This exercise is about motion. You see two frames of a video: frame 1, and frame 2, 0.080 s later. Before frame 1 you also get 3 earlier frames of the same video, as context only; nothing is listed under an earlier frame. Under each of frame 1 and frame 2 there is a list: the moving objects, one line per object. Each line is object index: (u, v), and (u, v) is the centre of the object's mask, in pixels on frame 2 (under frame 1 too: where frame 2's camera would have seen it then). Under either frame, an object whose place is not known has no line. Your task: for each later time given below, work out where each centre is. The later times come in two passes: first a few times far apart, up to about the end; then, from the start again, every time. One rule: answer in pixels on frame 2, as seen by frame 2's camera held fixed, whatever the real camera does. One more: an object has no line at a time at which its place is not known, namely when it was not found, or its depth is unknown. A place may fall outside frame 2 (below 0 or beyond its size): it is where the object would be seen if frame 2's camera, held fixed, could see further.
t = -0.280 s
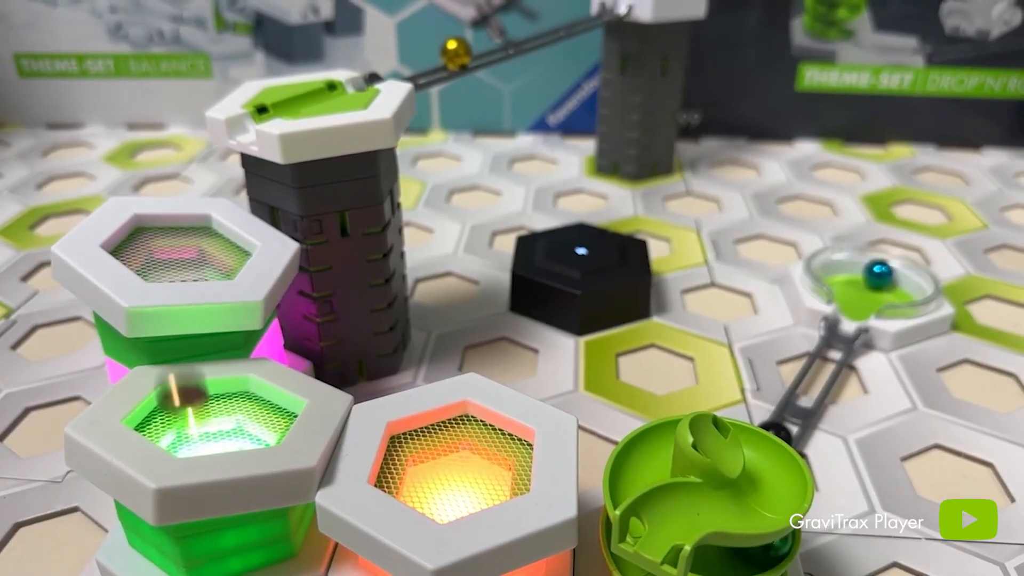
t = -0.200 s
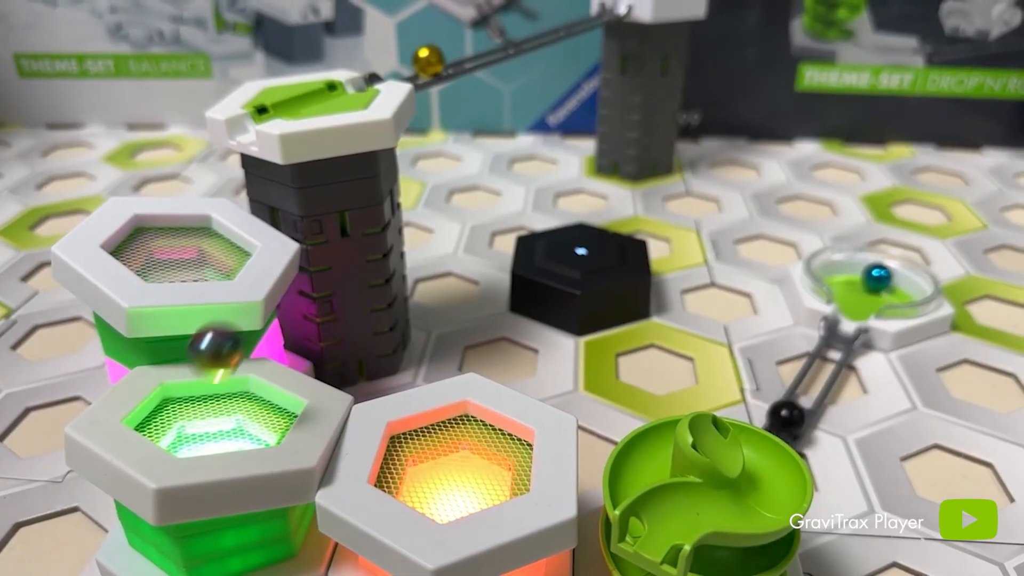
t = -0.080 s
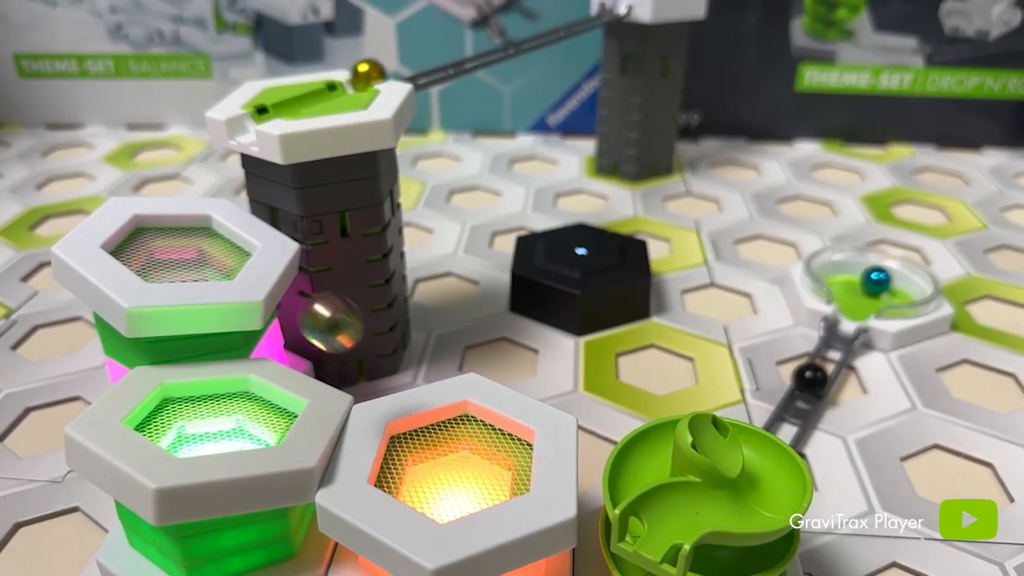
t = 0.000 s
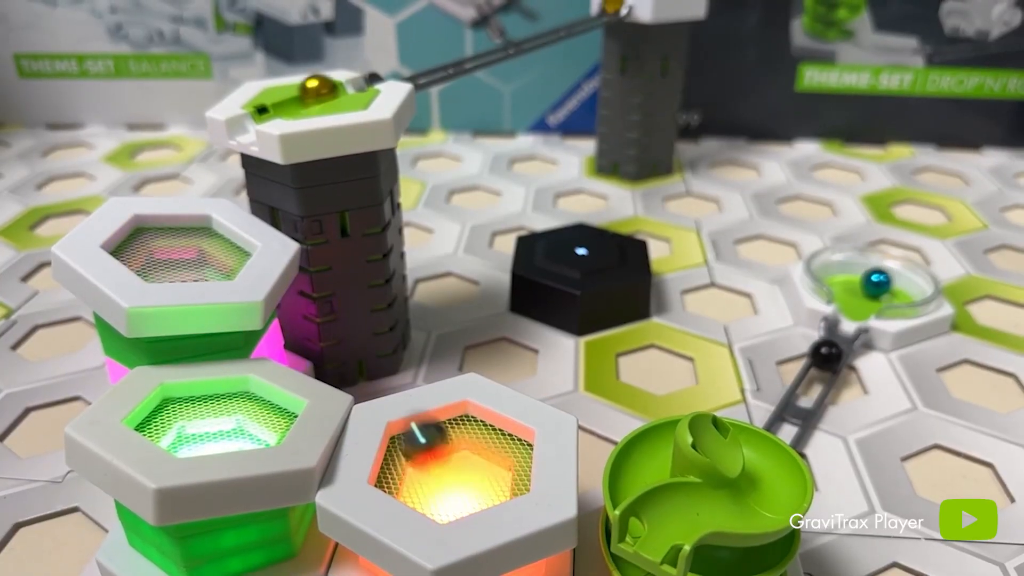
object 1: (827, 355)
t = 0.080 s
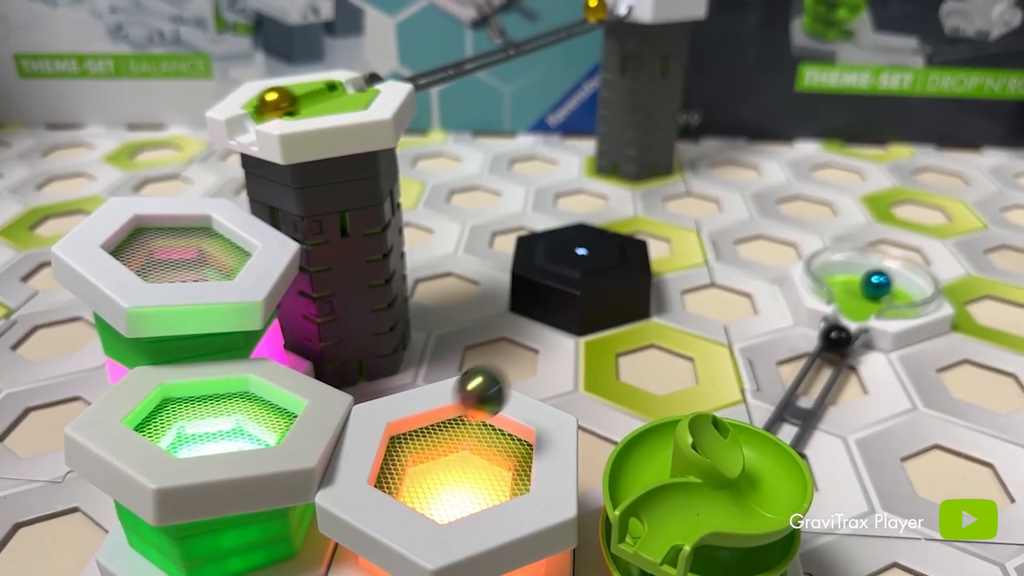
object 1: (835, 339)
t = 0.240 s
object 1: (859, 303)
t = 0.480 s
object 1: (856, 285)
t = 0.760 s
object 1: (846, 277)
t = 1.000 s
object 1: (863, 280)
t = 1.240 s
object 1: (871, 268)
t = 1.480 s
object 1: (878, 274)
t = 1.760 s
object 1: (876, 276)
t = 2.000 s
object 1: (877, 271)
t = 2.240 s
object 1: (880, 274)
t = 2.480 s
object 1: (878, 280)
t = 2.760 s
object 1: (890, 276)
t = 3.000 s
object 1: (894, 276)
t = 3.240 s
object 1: (886, 278)
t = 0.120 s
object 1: (842, 329)
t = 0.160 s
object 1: (846, 324)
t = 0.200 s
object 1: (851, 316)
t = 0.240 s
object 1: (859, 303)
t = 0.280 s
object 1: (861, 299)
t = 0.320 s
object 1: (859, 297)
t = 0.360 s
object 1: (857, 293)
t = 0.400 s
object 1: (857, 292)
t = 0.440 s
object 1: (856, 290)
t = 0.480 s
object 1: (856, 285)
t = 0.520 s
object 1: (856, 282)
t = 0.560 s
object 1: (852, 280)
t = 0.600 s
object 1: (844, 277)
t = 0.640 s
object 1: (841, 276)
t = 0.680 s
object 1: (840, 274)
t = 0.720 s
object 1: (843, 276)
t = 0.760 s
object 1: (846, 277)
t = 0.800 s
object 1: (849, 277)
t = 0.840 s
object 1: (855, 278)
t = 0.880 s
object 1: (857, 279)
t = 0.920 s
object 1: (861, 279)
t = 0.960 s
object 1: (863, 280)
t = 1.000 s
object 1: (863, 280)
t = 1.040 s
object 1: (864, 279)
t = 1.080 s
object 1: (865, 278)
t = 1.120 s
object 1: (866, 274)
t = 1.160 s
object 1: (867, 272)
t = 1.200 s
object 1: (869, 269)
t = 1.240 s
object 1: (871, 268)
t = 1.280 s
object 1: (872, 268)
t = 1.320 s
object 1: (873, 268)
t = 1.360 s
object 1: (876, 270)
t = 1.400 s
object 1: (878, 272)
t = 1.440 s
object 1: (878, 273)
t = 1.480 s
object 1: (878, 274)
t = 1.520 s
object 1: (877, 276)
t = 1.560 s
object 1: (877, 276)
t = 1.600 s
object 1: (876, 276)
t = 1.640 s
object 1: (876, 276)
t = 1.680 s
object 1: (877, 276)
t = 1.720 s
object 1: (877, 276)
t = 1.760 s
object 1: (876, 276)
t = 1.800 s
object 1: (878, 275)
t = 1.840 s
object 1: (878, 273)
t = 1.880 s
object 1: (878, 273)
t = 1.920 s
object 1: (878, 272)
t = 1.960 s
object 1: (876, 272)
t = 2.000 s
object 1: (877, 271)
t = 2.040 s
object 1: (879, 270)
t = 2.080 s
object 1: (879, 270)
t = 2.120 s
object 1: (880, 270)
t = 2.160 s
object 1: (880, 271)
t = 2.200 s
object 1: (880, 271)
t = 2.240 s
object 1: (880, 274)
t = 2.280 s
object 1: (879, 275)
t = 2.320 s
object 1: (879, 276)
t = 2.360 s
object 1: (879, 278)
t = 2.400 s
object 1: (879, 278)
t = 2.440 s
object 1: (878, 279)
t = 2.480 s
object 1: (878, 280)
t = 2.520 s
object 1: (878, 280)
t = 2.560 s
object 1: (879, 281)
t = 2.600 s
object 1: (880, 280)
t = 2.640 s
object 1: (881, 279)
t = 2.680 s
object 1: (884, 279)
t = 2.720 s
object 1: (888, 276)
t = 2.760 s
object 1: (890, 276)
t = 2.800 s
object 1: (890, 275)
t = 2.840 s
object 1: (890, 275)
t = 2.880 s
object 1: (891, 275)
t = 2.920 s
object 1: (893, 276)
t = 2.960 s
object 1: (895, 276)
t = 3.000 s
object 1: (894, 276)
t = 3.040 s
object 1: (892, 276)
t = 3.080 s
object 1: (891, 277)
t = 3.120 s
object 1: (888, 278)
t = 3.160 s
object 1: (888, 278)
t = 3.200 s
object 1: (887, 278)
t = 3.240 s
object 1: (886, 278)
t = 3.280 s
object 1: (885, 278)
